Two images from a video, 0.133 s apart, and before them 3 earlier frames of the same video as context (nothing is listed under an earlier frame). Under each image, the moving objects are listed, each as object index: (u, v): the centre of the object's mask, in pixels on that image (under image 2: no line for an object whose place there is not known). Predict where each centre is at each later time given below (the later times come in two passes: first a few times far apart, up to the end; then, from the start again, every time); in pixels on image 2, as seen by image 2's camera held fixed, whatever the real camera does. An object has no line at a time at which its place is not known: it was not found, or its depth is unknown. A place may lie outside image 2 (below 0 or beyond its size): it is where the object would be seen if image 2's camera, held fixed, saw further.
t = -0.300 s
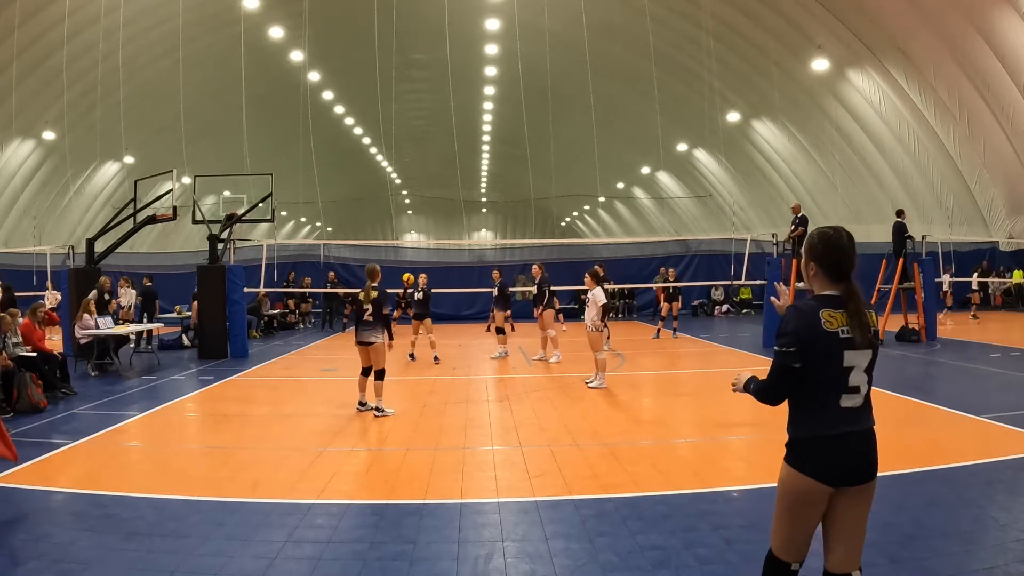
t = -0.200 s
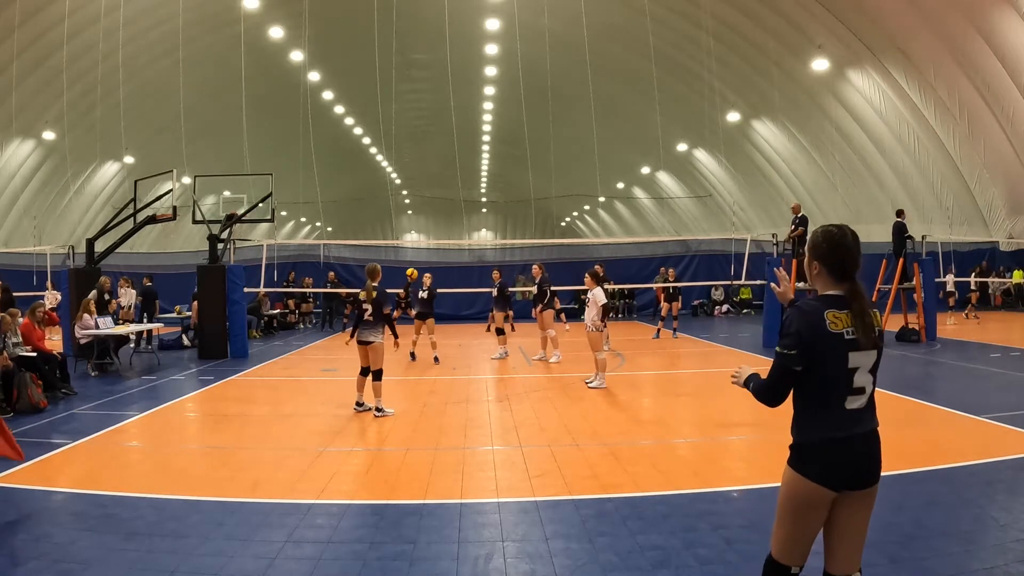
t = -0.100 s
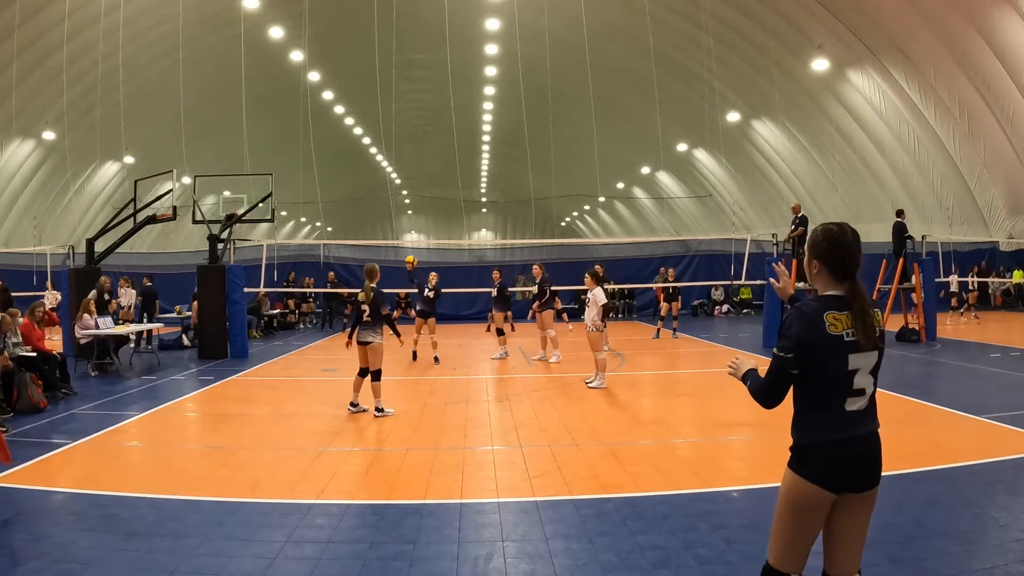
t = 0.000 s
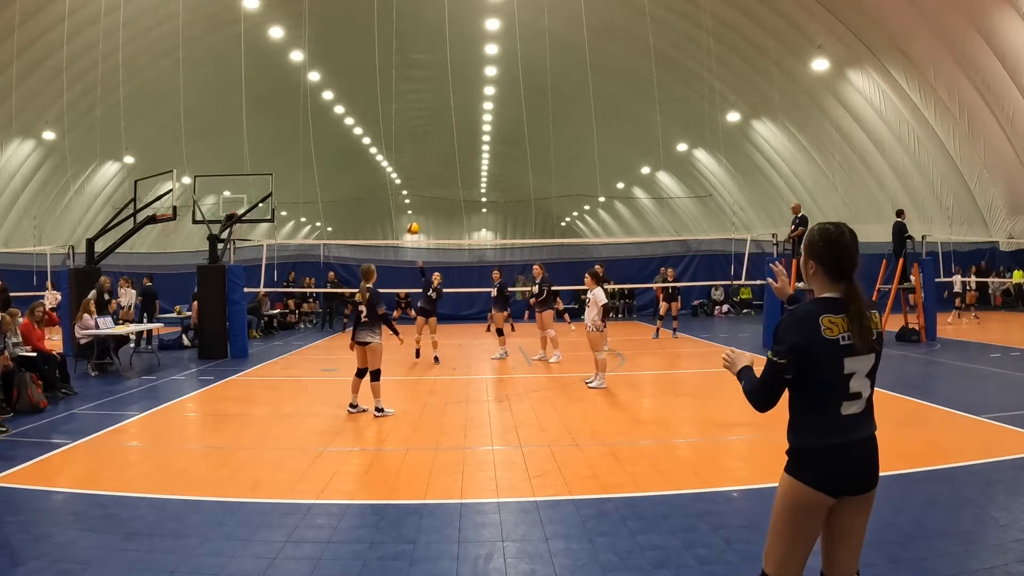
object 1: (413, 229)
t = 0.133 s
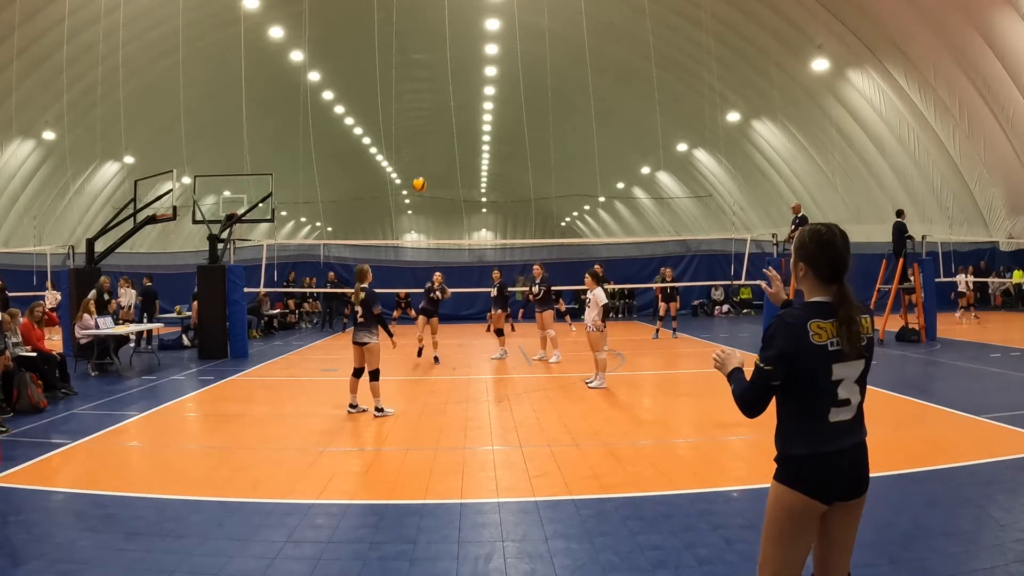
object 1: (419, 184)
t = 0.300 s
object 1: (430, 132)
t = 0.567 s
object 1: (452, 63)
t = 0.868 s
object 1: (499, 27)
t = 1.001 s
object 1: (540, 45)
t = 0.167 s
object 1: (421, 173)
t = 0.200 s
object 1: (423, 163)
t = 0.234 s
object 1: (425, 152)
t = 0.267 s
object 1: (428, 142)
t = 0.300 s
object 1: (430, 132)
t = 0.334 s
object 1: (432, 122)
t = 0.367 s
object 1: (434, 113)
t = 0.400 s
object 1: (437, 104)
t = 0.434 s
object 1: (439, 95)
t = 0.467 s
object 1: (442, 86)
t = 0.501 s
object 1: (445, 78)
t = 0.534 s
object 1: (448, 70)
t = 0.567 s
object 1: (452, 63)
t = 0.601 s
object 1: (455, 56)
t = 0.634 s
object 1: (459, 49)
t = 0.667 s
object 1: (463, 44)
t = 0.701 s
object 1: (468, 39)
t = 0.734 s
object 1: (473, 34)
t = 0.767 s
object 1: (478, 32)
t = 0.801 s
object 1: (485, 29)
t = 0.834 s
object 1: (492, 27)
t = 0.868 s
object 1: (499, 27)
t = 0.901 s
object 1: (508, 29)
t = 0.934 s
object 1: (517, 32)
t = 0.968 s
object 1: (528, 37)
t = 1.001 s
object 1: (540, 45)
